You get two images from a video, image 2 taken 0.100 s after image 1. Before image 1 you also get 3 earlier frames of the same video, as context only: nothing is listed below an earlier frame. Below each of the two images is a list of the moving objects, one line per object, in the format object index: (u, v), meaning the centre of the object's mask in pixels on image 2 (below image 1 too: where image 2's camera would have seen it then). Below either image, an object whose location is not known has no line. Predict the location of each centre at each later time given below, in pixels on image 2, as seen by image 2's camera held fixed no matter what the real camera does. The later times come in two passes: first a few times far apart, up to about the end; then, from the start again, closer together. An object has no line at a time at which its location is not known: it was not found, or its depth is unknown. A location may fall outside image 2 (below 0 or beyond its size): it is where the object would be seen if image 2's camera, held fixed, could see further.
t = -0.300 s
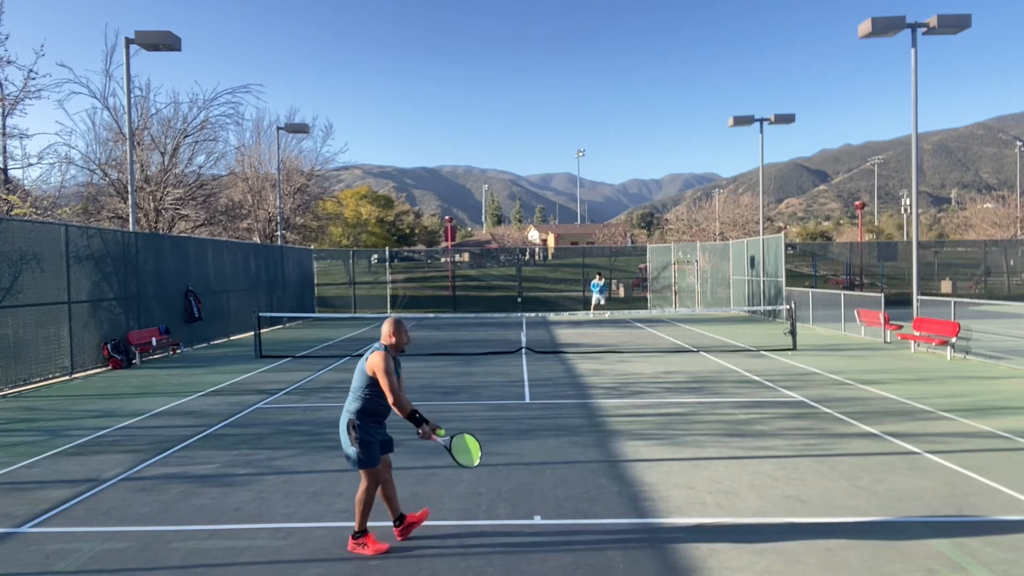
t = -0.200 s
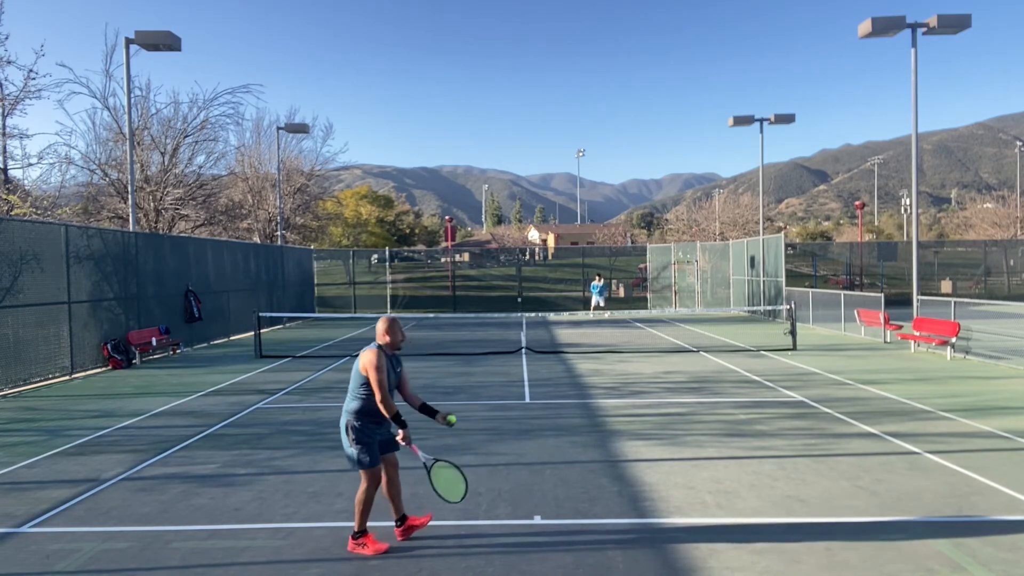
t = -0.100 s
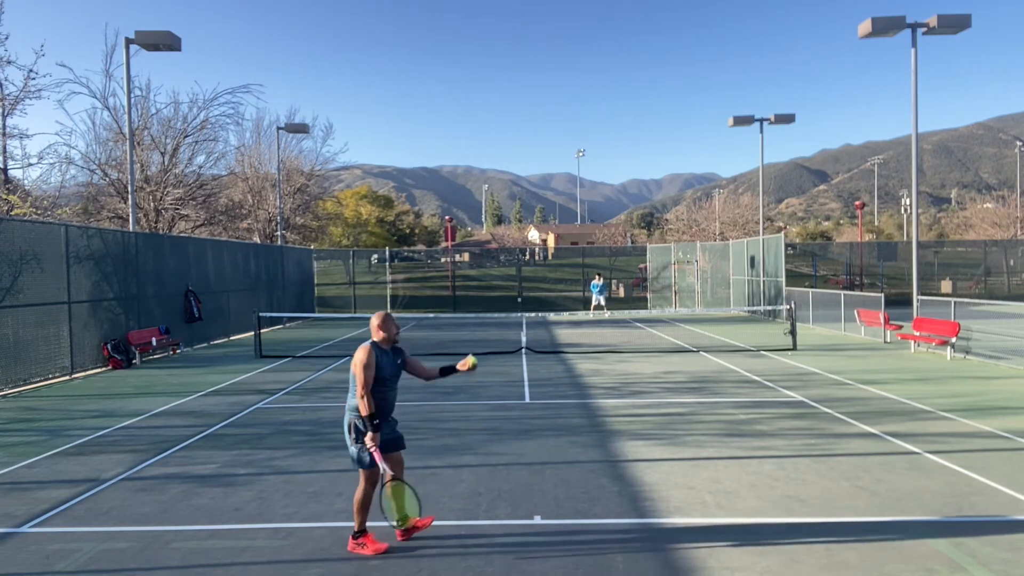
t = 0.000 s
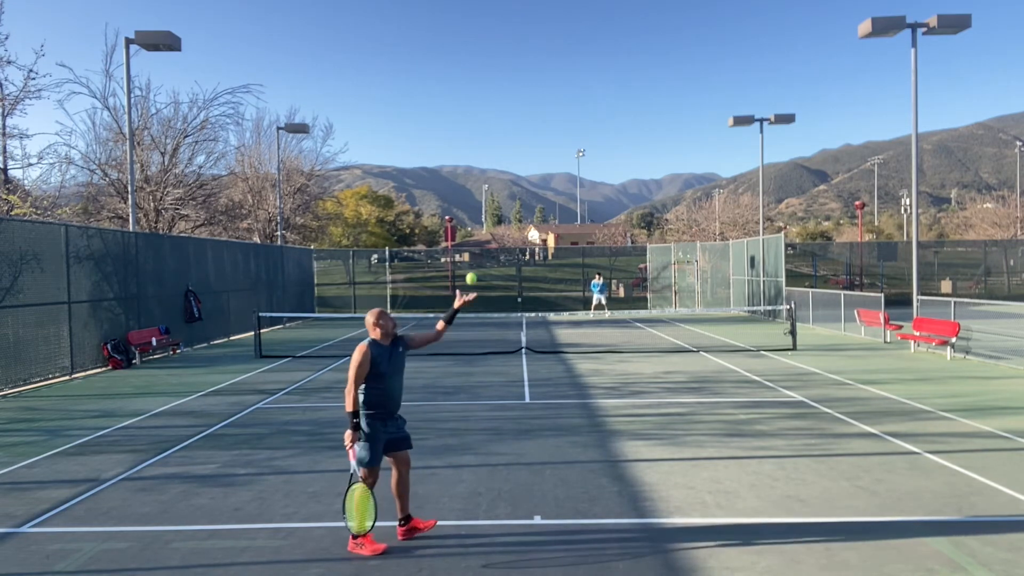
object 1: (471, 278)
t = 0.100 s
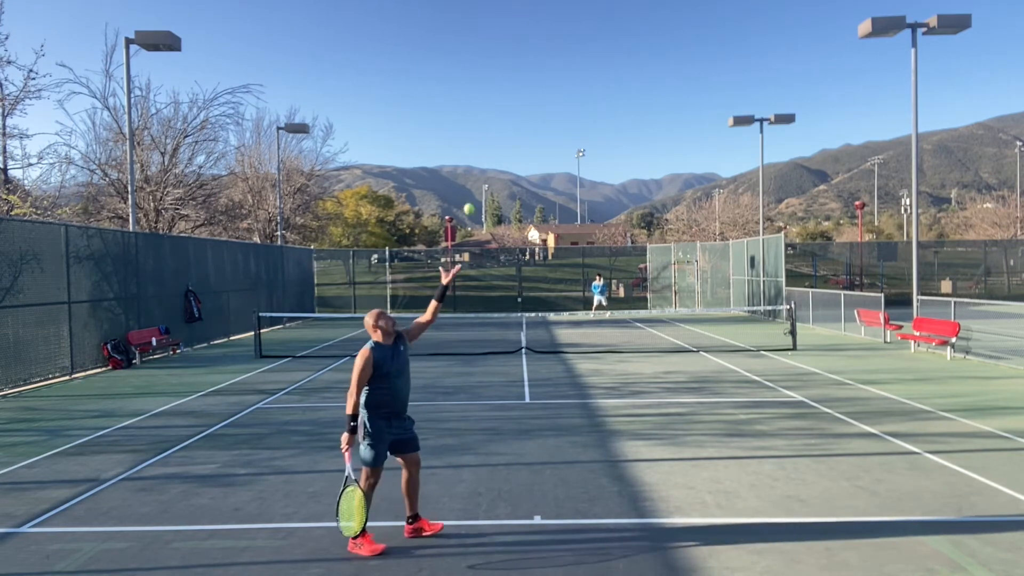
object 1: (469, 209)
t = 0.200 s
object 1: (467, 154)
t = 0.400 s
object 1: (465, 90)
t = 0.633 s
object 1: (464, 84)
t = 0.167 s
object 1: (467, 171)
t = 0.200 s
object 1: (467, 154)
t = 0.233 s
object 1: (466, 140)
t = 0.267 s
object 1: (466, 126)
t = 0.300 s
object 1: (465, 115)
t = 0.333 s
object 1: (465, 105)
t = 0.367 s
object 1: (465, 96)
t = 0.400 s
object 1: (465, 90)
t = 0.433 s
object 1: (464, 84)
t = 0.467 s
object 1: (464, 81)
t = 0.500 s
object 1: (464, 78)
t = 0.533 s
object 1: (464, 78)
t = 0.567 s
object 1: (464, 78)
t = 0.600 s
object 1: (464, 81)
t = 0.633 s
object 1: (464, 84)
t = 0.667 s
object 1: (464, 89)
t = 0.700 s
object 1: (464, 96)
